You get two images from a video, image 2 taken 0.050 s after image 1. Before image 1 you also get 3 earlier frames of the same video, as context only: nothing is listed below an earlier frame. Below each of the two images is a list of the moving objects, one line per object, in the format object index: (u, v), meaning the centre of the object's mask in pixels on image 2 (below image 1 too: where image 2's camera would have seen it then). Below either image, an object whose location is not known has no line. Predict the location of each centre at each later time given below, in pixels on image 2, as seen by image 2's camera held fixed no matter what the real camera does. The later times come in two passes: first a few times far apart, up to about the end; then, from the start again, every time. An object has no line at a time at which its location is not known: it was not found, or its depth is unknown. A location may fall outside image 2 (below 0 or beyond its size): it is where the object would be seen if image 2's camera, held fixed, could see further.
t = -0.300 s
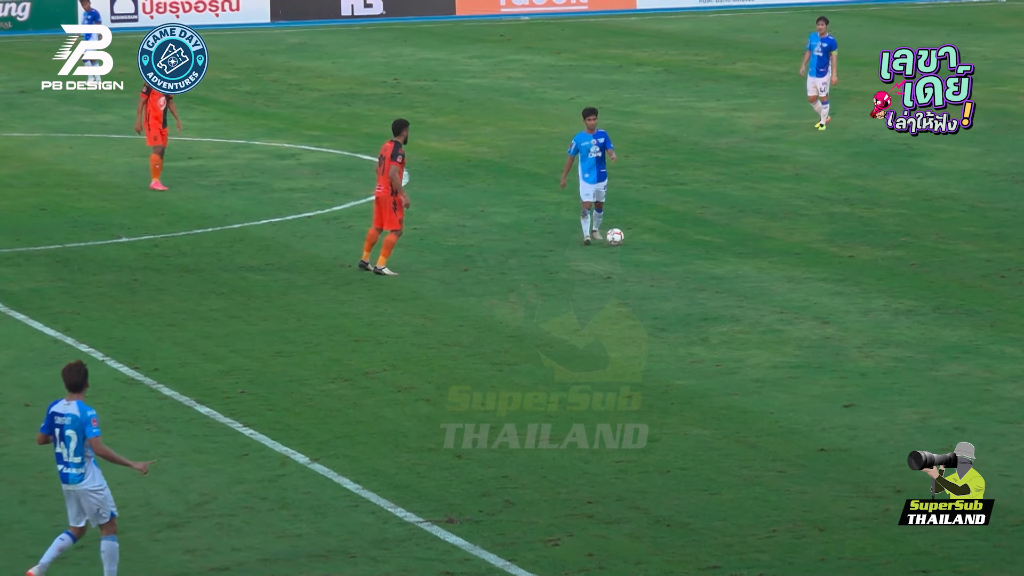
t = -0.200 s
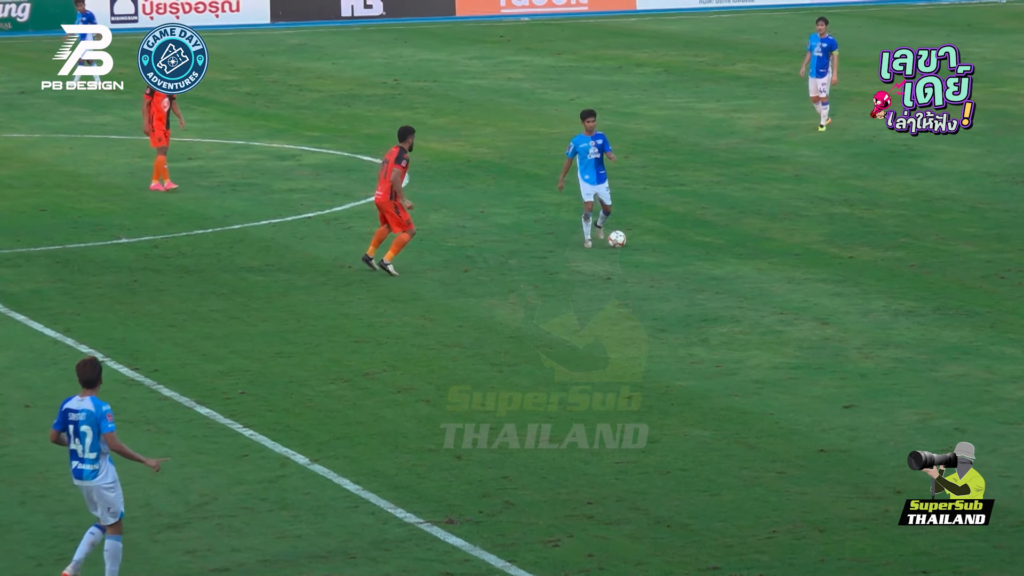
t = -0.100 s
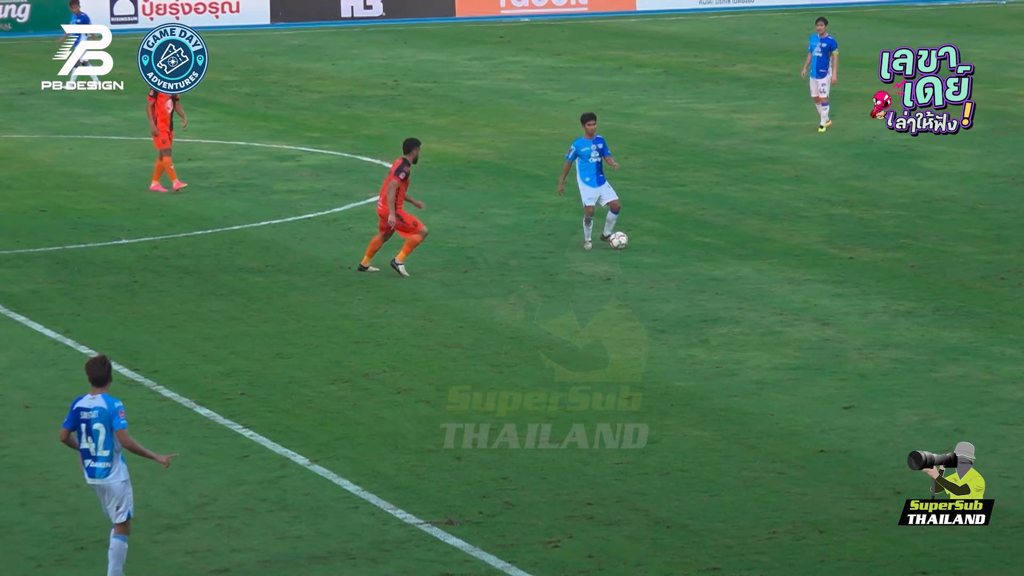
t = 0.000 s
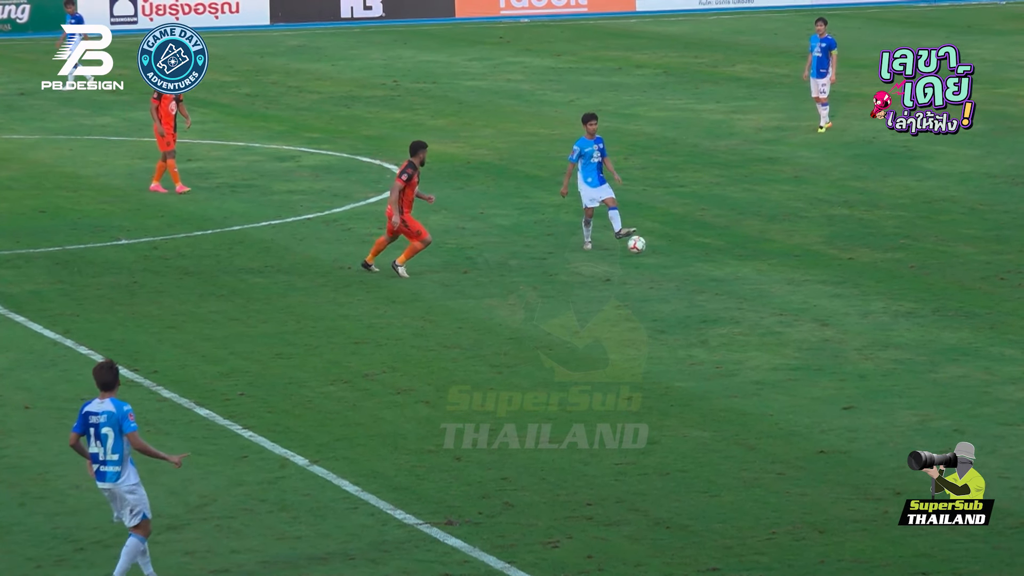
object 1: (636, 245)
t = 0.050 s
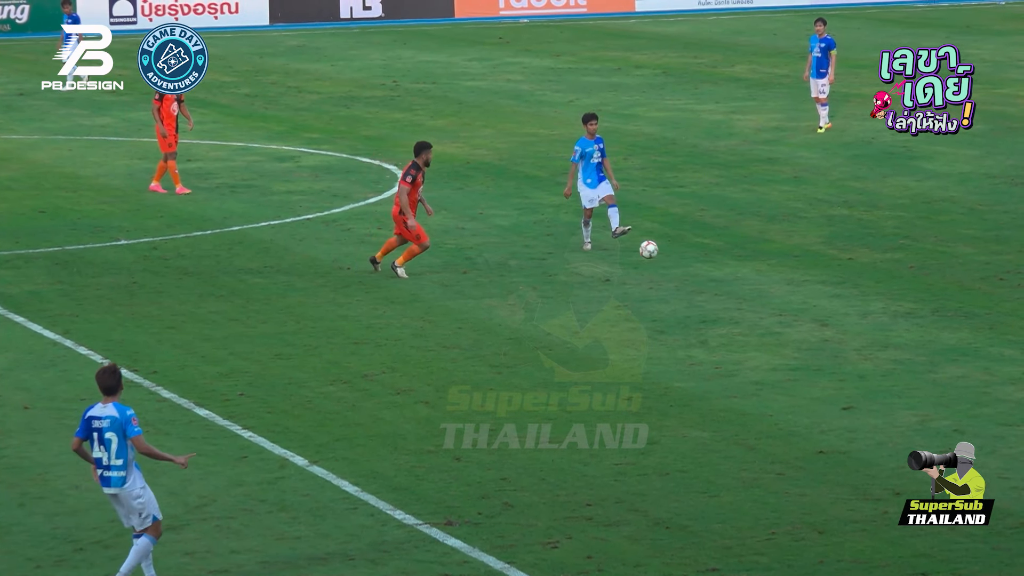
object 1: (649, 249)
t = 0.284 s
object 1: (706, 276)
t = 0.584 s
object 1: (768, 309)
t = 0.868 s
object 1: (813, 331)
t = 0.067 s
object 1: (653, 251)
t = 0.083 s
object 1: (657, 254)
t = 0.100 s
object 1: (662, 256)
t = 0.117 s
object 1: (666, 259)
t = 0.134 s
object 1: (670, 261)
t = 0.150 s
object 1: (674, 264)
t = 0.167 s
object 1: (679, 268)
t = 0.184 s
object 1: (683, 270)
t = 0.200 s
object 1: (687, 271)
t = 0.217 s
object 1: (690, 272)
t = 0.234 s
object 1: (694, 272)
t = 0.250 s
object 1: (698, 274)
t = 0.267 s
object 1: (702, 275)
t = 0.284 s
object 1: (706, 276)
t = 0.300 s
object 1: (709, 278)
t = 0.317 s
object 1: (713, 280)
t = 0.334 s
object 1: (717, 283)
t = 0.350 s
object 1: (721, 285)
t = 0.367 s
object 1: (725, 288)
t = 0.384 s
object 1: (728, 290)
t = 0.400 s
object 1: (732, 292)
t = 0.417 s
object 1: (735, 293)
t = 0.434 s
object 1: (739, 293)
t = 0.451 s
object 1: (742, 294)
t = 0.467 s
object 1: (745, 295)
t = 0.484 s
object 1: (749, 297)
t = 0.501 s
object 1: (752, 298)
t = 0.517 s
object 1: (755, 300)
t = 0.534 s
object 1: (759, 302)
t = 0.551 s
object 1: (762, 305)
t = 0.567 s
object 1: (765, 307)
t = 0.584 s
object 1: (768, 309)
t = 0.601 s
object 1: (771, 310)
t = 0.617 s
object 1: (774, 311)
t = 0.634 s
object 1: (777, 311)
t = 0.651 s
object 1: (779, 311)
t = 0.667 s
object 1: (782, 312)
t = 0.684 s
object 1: (785, 314)
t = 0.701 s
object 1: (788, 315)
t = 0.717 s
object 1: (791, 317)
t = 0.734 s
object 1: (794, 319)
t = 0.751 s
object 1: (796, 321)
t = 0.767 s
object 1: (799, 323)
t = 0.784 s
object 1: (802, 327)
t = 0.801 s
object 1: (805, 328)
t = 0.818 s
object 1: (807, 329)
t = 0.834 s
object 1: (809, 330)
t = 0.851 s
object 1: (811, 330)
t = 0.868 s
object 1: (813, 331)
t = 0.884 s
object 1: (814, 332)
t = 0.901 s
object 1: (817, 333)
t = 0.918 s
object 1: (819, 335)
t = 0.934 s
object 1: (821, 336)
